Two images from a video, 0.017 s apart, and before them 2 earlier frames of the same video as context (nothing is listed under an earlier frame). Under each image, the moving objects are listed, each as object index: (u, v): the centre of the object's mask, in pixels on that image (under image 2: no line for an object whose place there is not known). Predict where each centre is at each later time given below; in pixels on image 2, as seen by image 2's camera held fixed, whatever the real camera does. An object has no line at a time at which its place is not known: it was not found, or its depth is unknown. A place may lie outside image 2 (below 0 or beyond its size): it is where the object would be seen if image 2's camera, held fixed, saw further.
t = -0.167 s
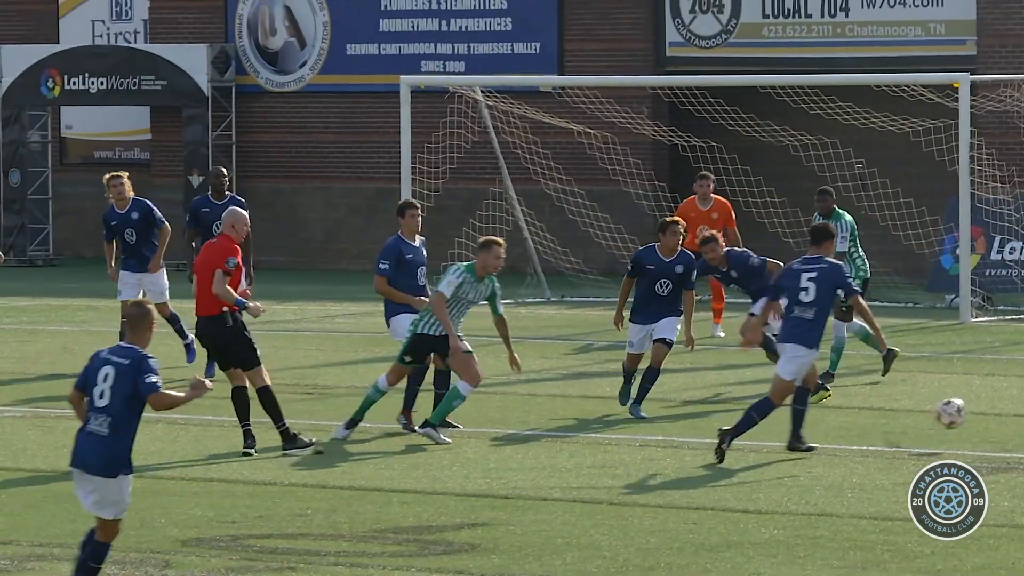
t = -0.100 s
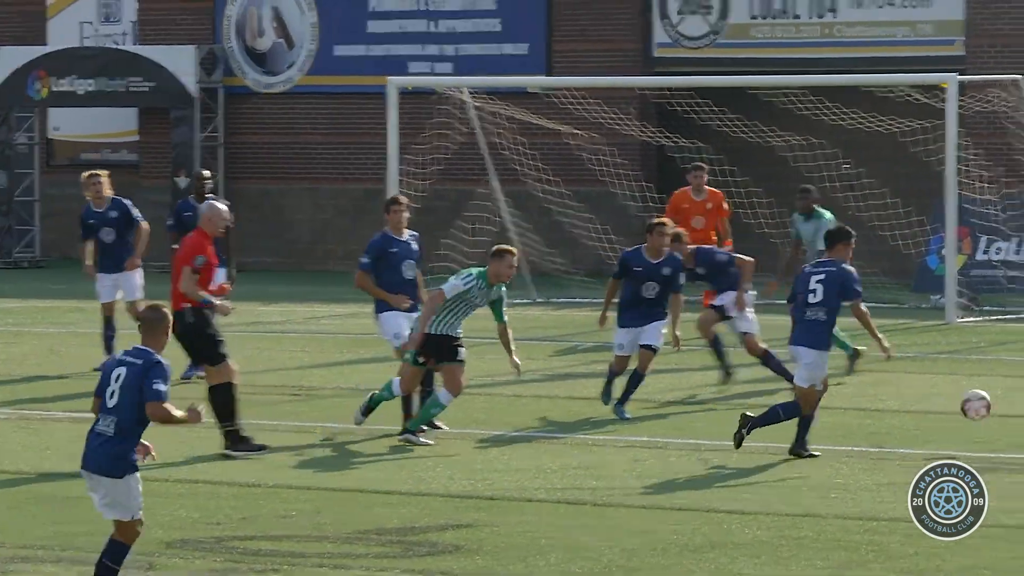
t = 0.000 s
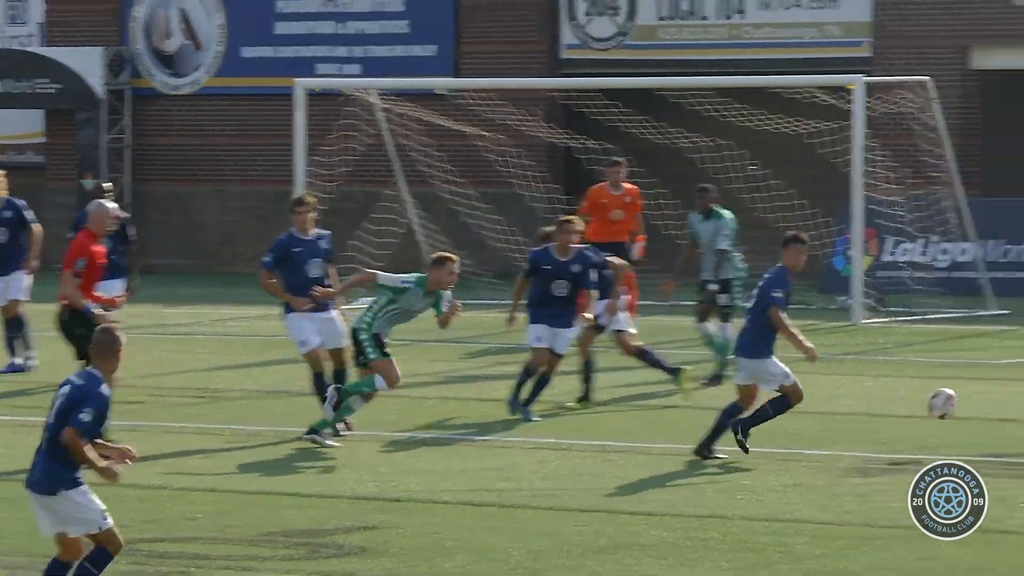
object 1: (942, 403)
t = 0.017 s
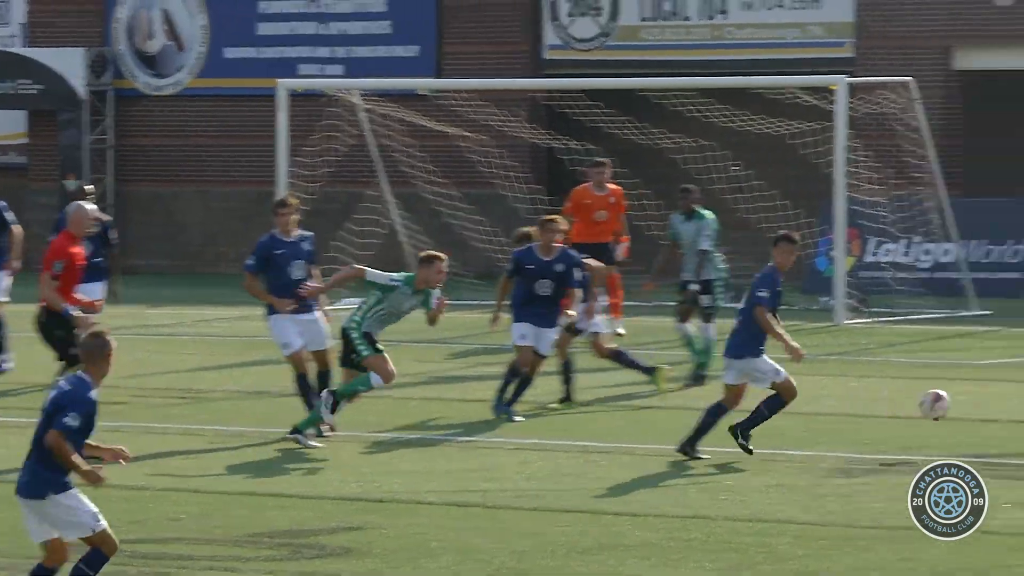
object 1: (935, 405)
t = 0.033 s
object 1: (946, 406)
